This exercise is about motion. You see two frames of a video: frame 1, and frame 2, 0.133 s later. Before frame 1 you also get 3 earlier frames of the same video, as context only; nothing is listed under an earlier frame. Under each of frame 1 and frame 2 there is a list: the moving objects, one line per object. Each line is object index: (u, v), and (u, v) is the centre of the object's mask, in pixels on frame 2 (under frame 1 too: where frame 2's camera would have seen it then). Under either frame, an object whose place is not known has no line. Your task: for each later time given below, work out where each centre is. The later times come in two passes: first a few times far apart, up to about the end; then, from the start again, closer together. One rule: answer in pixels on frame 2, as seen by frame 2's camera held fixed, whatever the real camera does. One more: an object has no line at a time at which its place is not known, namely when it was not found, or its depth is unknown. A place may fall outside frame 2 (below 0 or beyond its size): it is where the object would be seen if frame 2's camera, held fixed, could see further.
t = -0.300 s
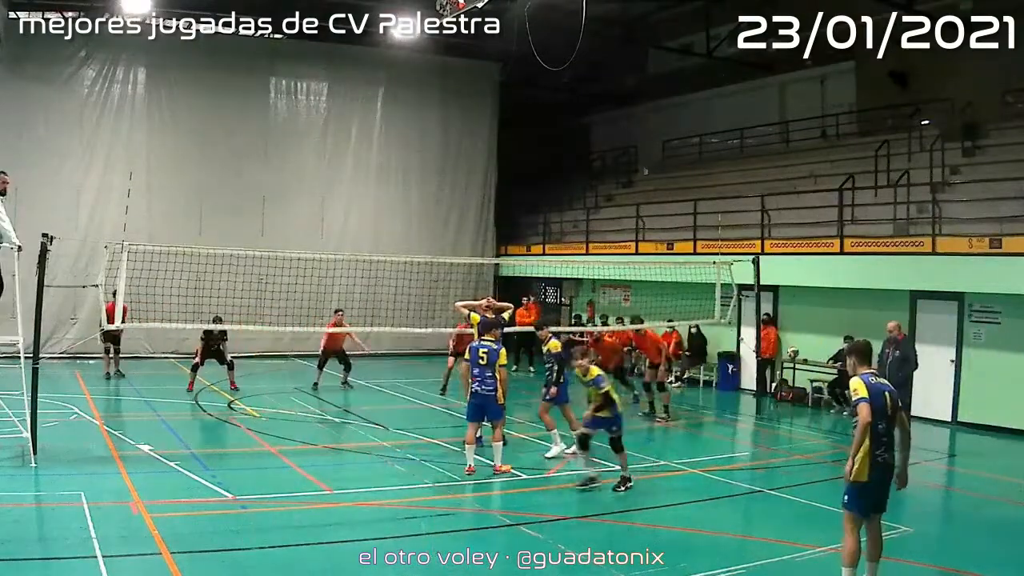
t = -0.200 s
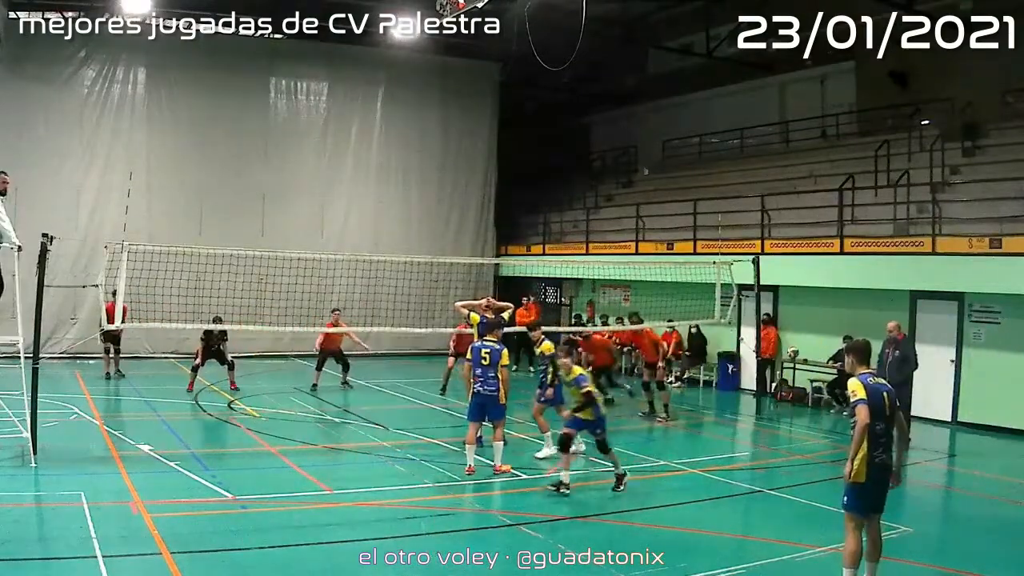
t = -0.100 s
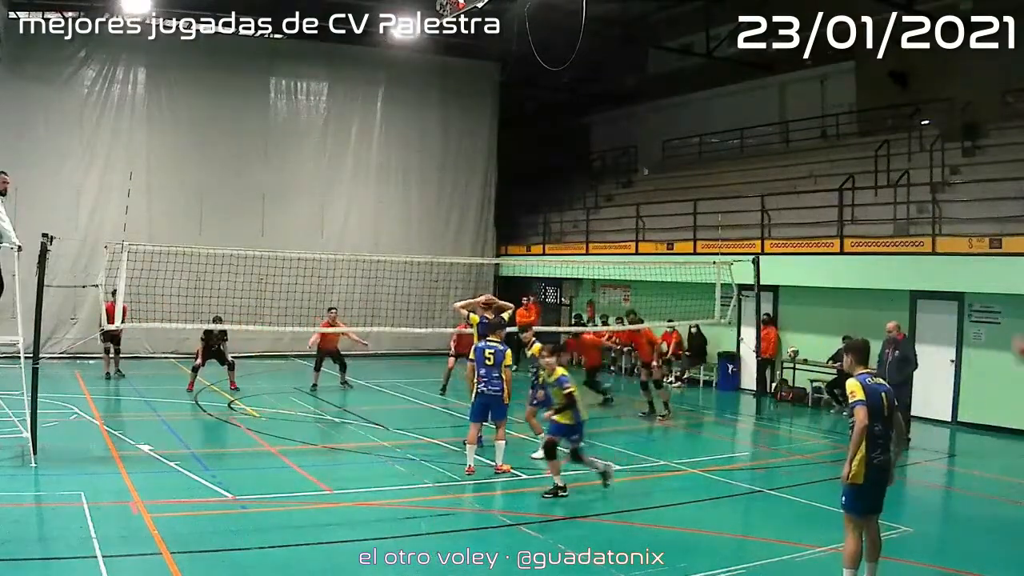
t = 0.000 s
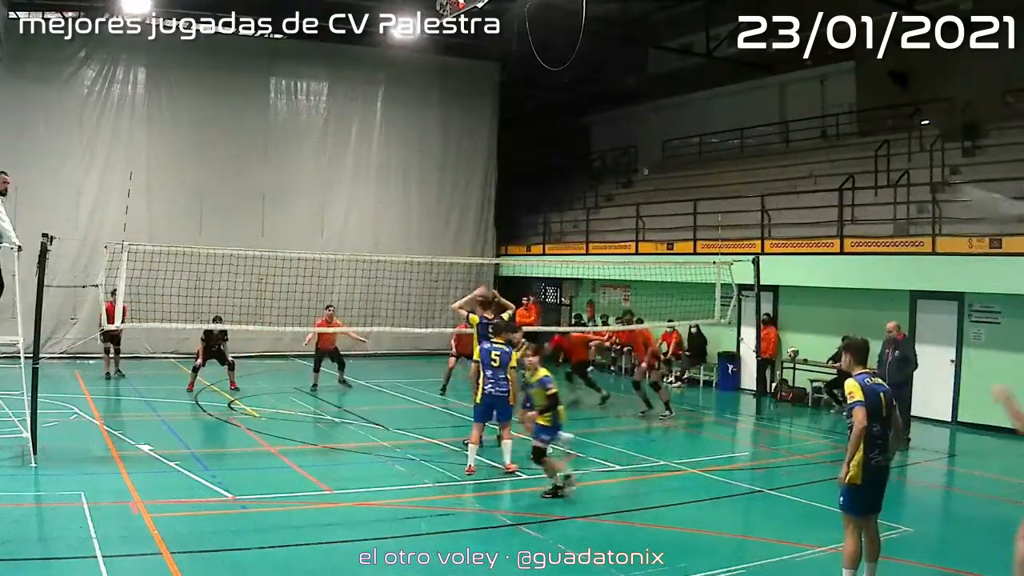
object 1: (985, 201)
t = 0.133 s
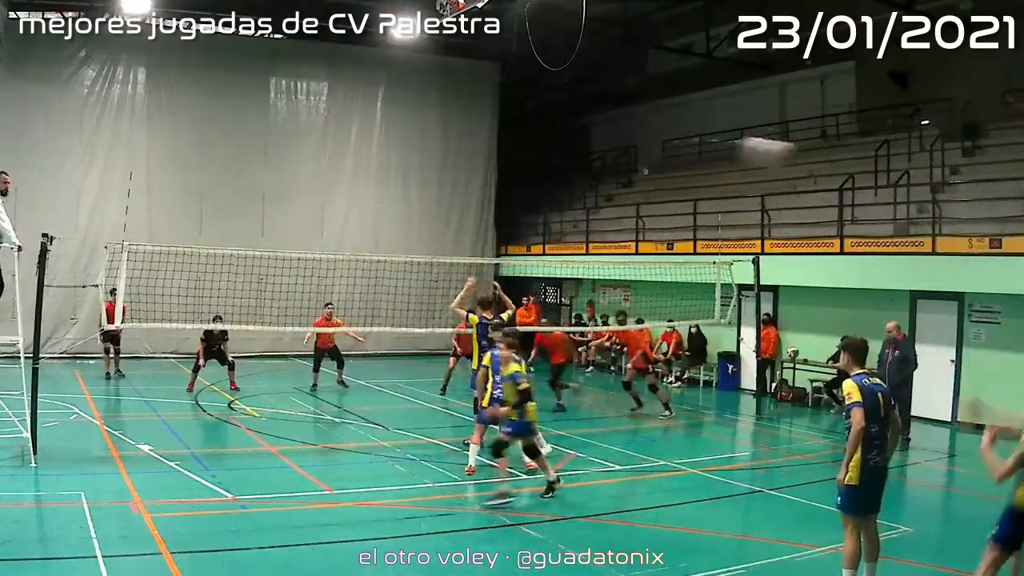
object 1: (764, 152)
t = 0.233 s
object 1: (645, 139)
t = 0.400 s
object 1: (511, 146)
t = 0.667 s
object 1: (381, 199)
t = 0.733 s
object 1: (358, 220)
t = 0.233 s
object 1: (645, 139)
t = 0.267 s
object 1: (613, 139)
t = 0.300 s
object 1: (584, 139)
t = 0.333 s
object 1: (557, 140)
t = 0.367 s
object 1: (532, 143)
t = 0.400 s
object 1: (511, 146)
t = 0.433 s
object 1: (490, 150)
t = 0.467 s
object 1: (470, 154)
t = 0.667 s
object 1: (381, 199)
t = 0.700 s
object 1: (369, 209)
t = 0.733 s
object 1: (358, 220)
